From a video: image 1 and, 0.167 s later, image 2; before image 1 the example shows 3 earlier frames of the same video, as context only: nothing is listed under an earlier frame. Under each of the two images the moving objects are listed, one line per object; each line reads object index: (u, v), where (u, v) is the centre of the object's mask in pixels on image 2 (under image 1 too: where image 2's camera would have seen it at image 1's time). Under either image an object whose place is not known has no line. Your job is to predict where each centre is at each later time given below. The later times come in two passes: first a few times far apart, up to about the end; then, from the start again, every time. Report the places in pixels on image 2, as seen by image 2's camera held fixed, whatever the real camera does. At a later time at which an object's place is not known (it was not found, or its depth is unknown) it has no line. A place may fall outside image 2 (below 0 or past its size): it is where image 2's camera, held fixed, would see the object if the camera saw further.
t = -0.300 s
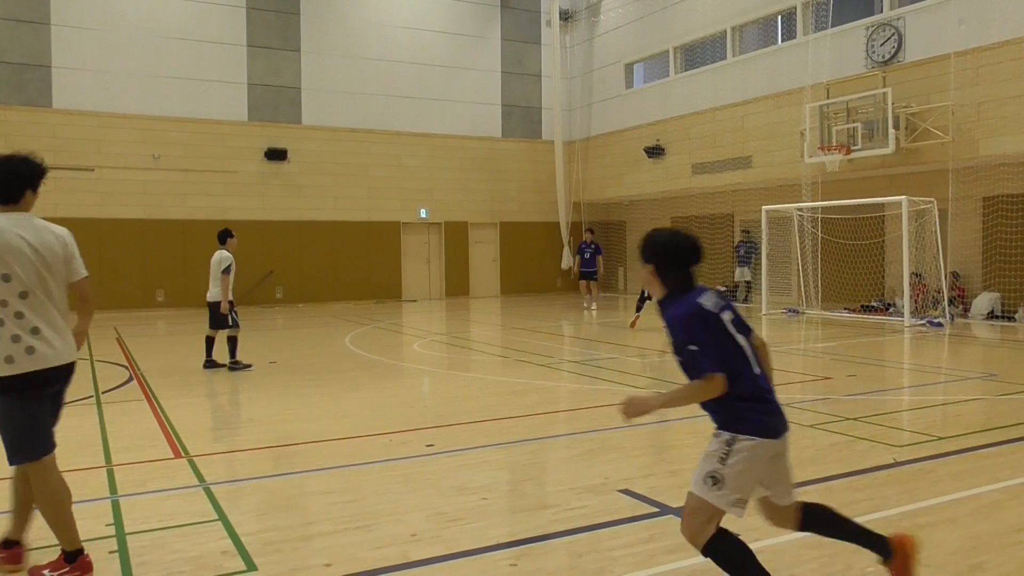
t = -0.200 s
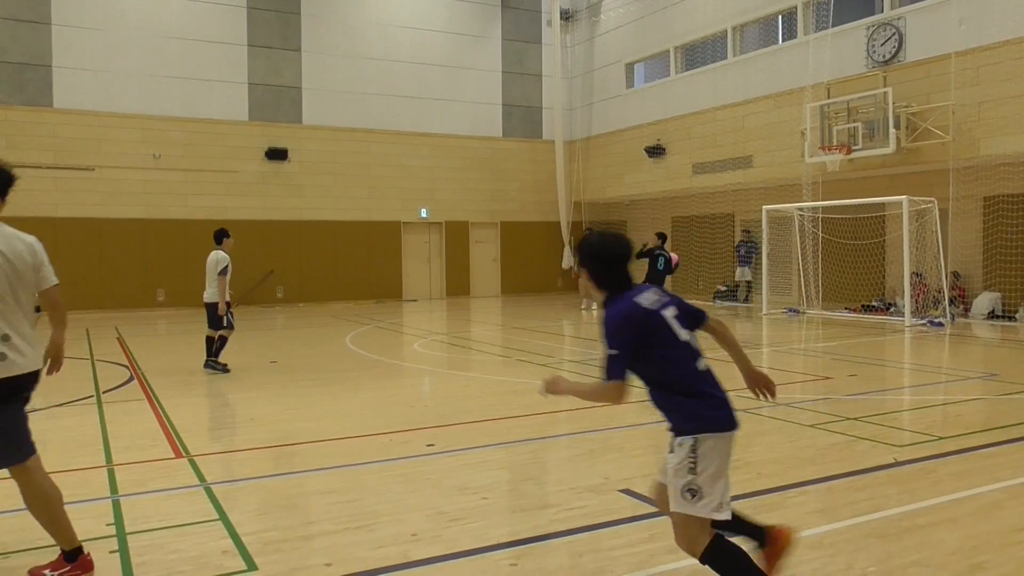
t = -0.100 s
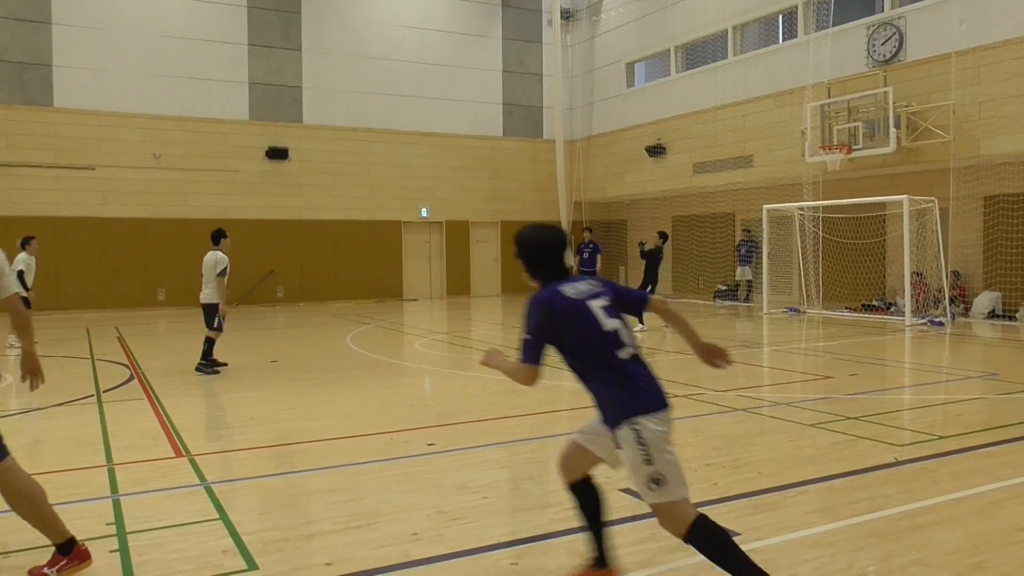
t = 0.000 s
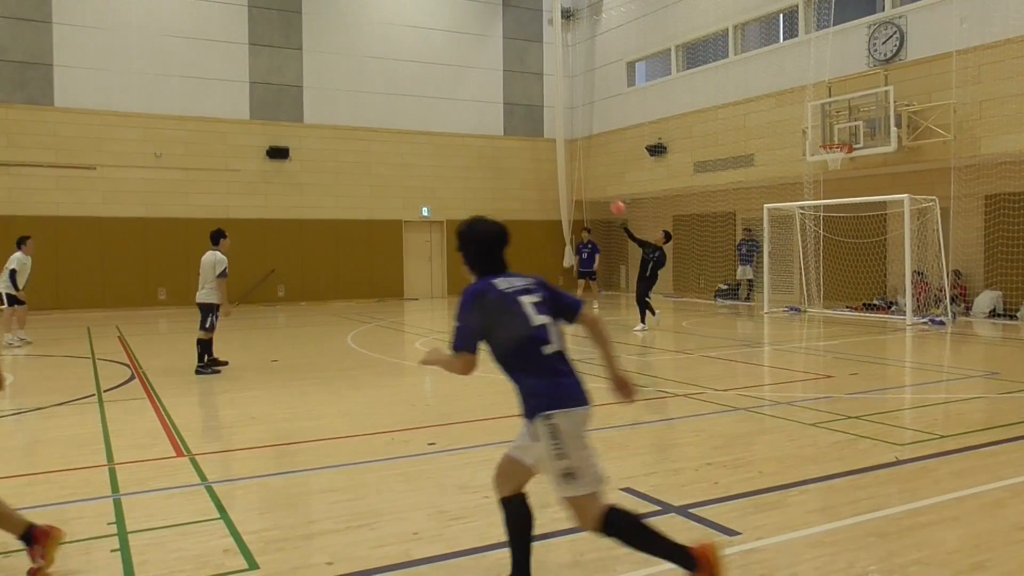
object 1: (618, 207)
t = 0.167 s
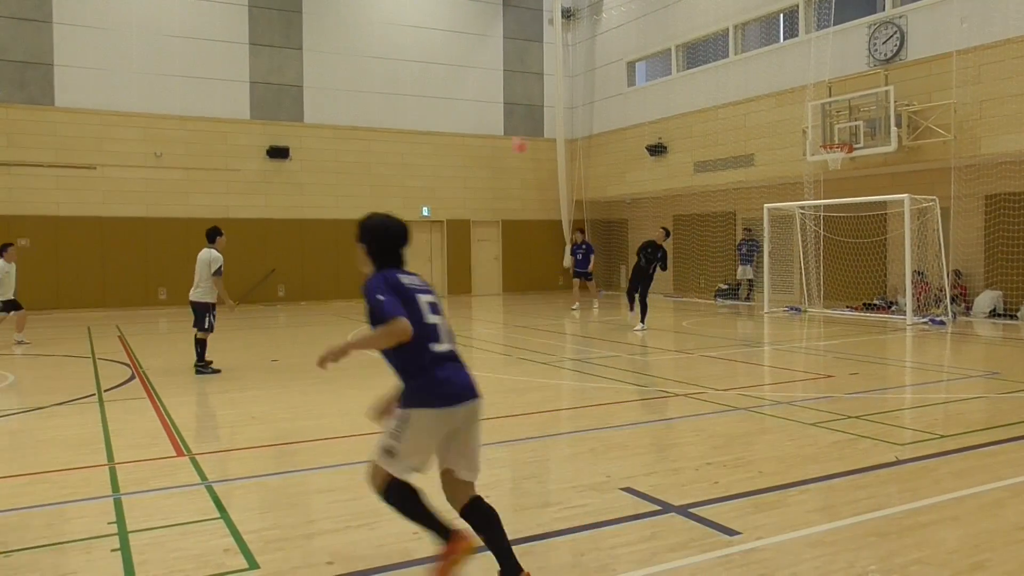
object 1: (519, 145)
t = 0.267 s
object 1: (450, 112)
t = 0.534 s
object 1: (227, 30)
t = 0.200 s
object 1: (497, 134)
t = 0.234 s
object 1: (475, 124)
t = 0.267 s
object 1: (450, 112)
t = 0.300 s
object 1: (427, 100)
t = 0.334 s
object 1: (401, 90)
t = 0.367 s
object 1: (376, 78)
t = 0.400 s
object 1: (349, 68)
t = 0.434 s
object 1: (322, 58)
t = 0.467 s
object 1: (290, 47)
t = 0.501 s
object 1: (259, 39)
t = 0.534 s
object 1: (227, 30)
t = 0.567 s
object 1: (194, 21)
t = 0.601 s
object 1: (159, 11)
